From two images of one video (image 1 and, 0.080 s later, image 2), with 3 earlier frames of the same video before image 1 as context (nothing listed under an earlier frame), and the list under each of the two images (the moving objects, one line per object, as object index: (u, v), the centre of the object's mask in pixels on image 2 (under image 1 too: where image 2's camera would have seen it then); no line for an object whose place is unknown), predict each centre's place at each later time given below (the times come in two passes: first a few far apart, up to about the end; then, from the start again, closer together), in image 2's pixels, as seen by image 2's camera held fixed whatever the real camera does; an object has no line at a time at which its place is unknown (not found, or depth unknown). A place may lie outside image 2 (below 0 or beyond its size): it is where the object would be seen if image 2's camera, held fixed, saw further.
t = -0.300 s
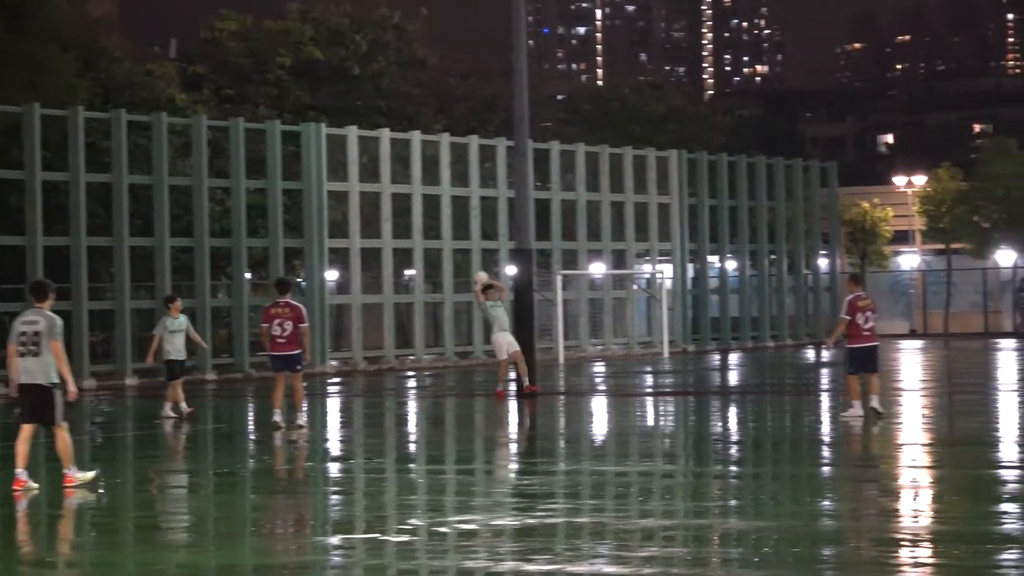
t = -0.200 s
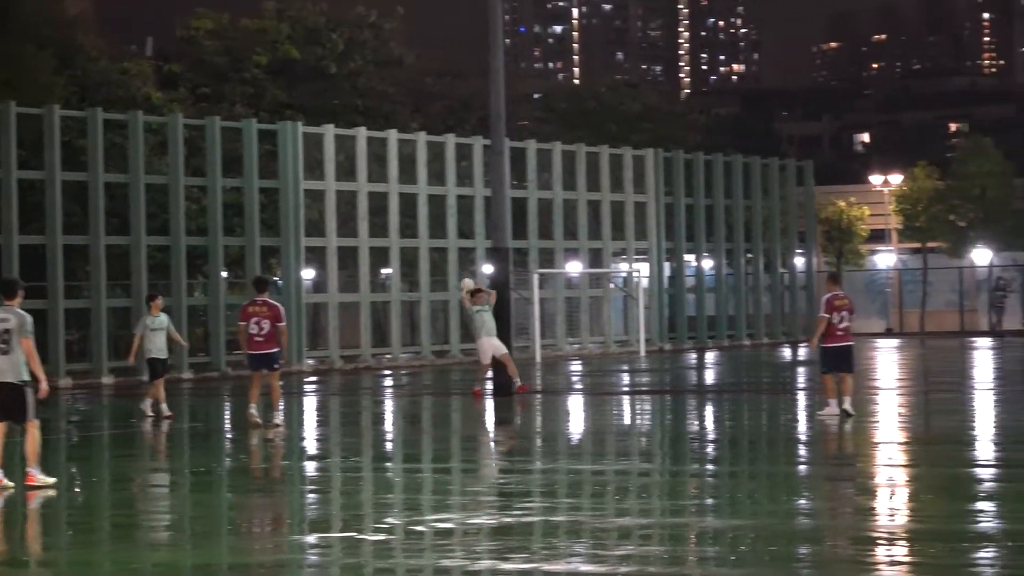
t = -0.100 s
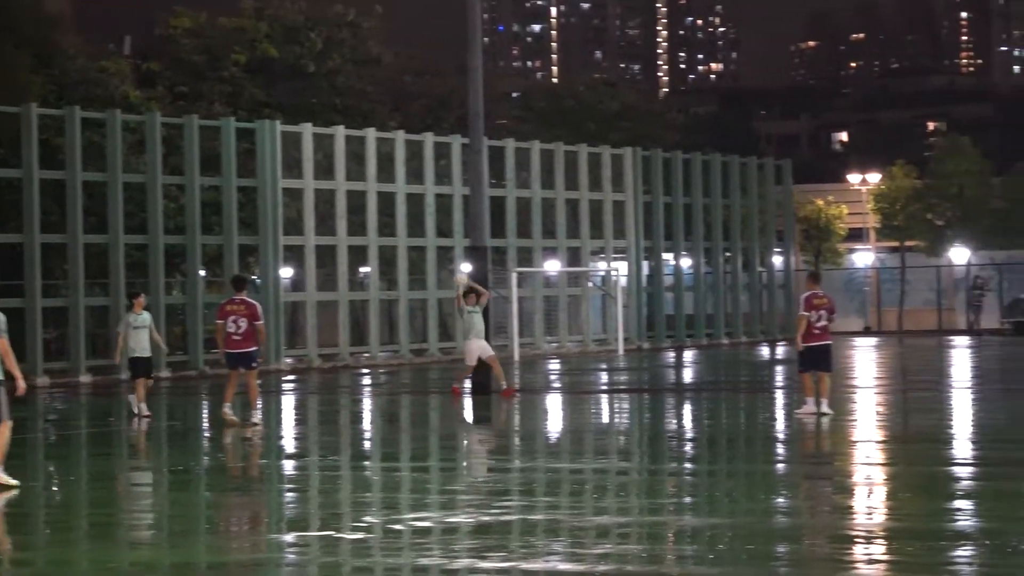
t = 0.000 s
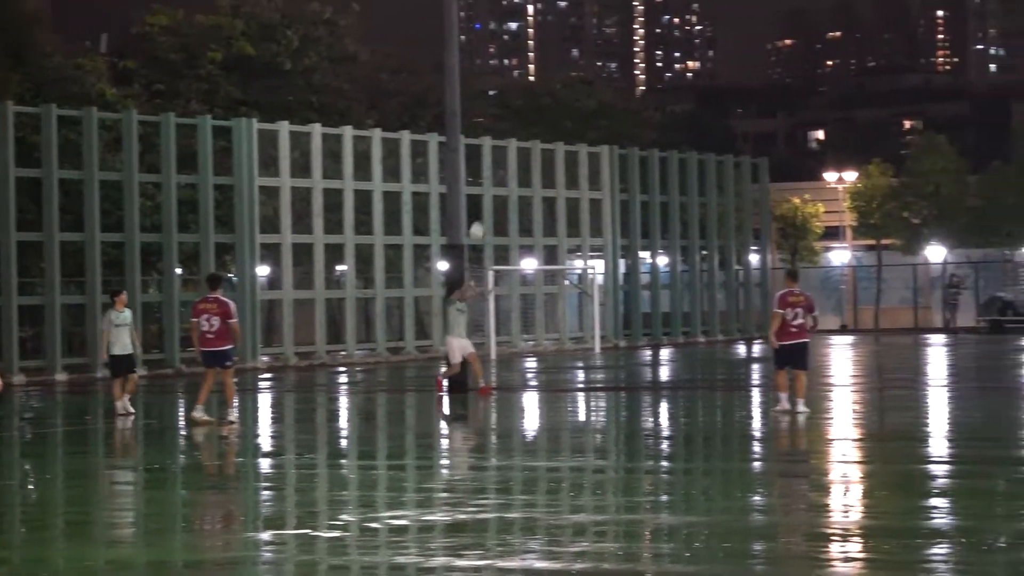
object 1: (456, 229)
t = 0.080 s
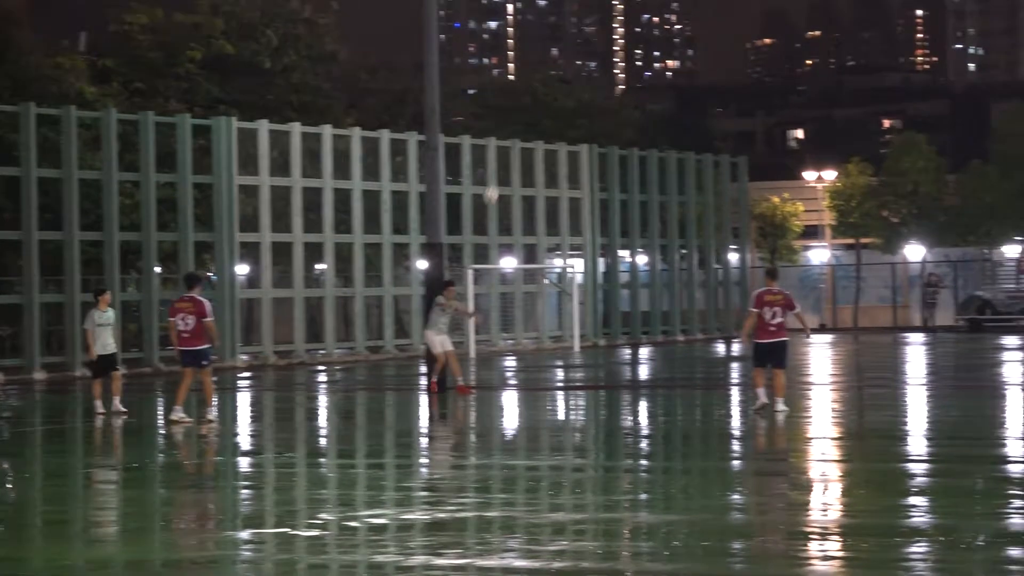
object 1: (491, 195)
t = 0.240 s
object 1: (563, 135)
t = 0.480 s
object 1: (676, 76)
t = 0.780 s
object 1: (826, 54)
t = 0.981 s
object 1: (937, 74)
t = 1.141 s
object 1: (1036, 114)
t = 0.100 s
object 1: (500, 186)
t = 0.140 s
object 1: (517, 171)
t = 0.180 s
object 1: (535, 156)
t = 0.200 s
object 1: (545, 148)
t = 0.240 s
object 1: (563, 135)
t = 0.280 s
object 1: (581, 123)
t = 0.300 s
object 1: (591, 117)
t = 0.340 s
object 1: (610, 107)
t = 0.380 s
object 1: (629, 97)
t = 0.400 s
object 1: (639, 92)
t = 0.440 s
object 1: (657, 84)
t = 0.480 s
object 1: (676, 76)
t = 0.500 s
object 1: (686, 73)
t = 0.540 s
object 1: (706, 67)
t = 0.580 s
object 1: (722, 64)
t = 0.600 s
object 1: (732, 62)
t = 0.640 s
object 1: (753, 58)
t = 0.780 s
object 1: (826, 54)
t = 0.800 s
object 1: (836, 55)
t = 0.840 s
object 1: (858, 57)
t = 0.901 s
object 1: (891, 63)
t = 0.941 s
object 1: (914, 68)
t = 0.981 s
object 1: (937, 74)
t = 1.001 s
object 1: (949, 78)
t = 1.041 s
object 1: (973, 87)
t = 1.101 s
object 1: (1011, 102)
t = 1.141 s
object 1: (1036, 114)
